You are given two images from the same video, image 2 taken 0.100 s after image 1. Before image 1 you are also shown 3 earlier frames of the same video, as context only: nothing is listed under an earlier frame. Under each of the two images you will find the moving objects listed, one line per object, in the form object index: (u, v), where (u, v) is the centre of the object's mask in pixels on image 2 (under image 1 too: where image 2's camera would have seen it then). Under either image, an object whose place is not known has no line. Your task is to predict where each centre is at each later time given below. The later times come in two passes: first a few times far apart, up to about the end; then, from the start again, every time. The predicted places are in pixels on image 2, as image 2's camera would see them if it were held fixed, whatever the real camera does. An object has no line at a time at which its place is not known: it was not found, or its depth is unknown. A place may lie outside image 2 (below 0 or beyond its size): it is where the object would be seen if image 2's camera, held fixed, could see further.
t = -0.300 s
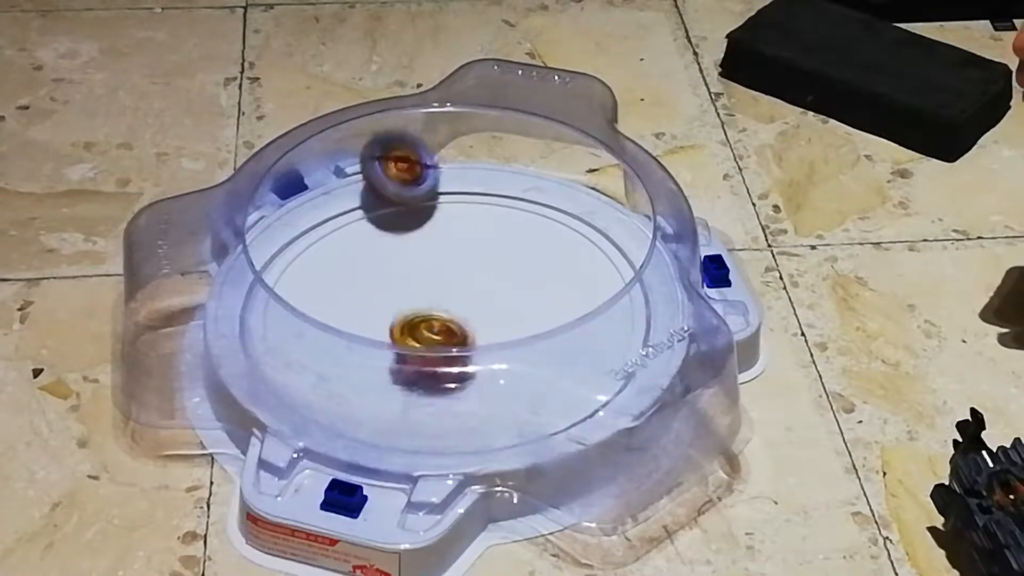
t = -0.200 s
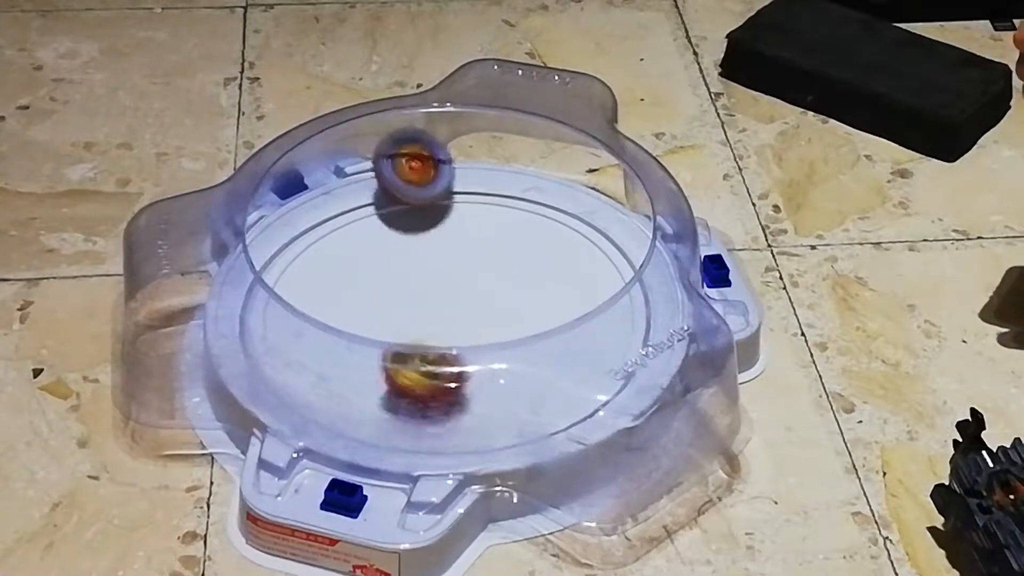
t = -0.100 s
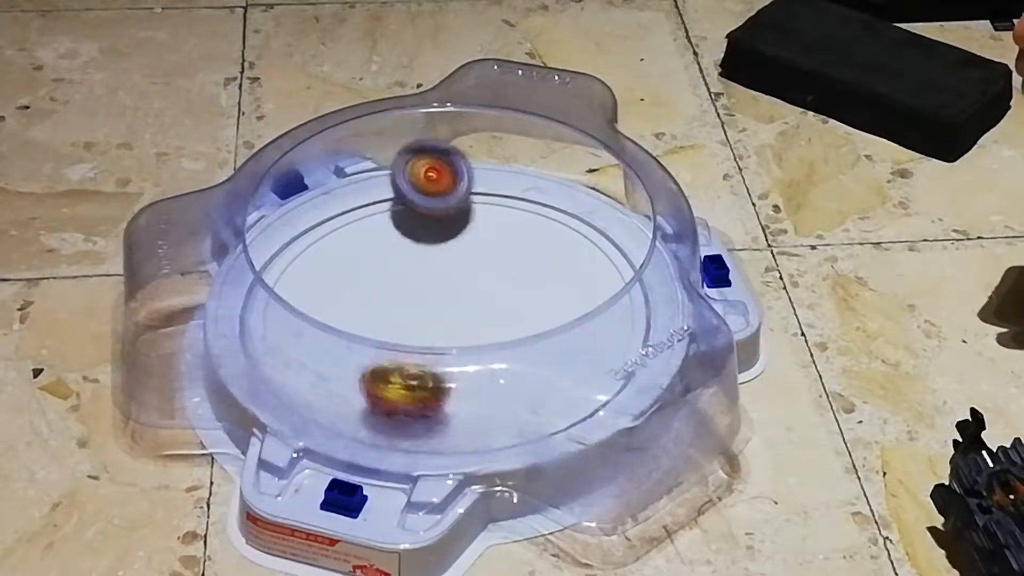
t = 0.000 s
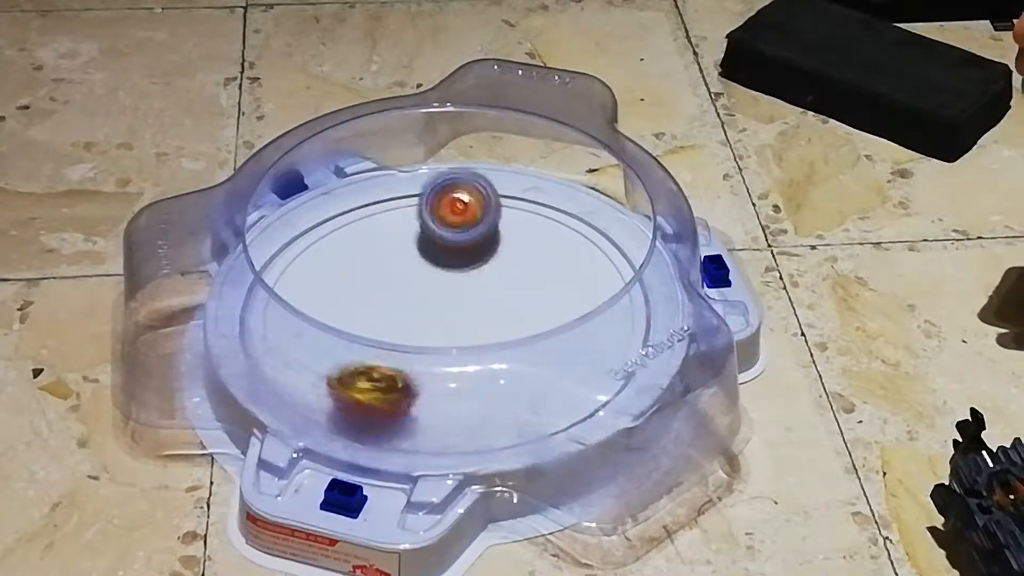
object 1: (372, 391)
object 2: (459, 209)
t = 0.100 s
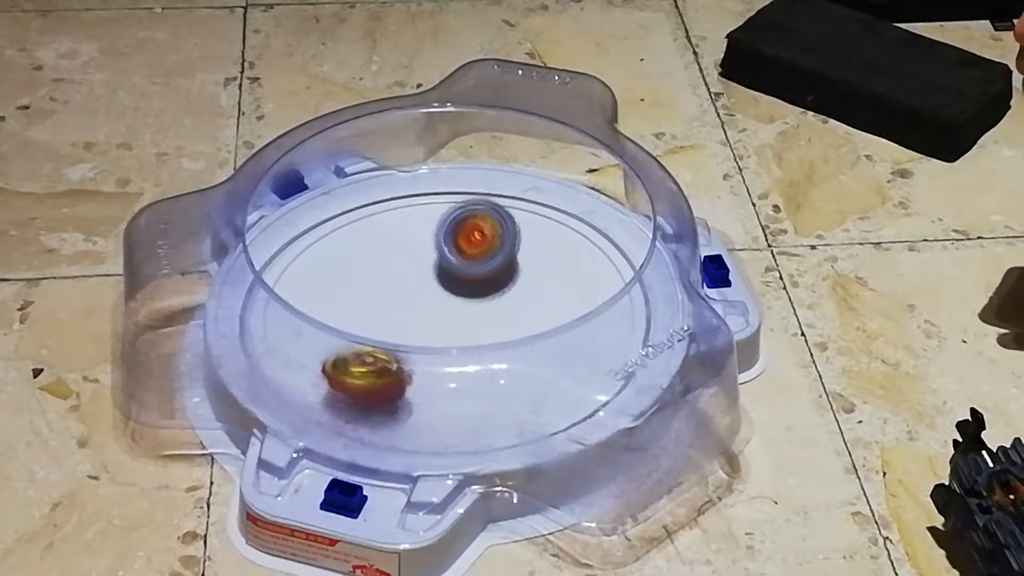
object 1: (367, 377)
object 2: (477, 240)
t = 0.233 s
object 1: (407, 333)
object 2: (500, 280)
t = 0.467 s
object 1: (455, 319)
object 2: (577, 314)
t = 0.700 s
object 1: (520, 307)
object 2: (568, 354)
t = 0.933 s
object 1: (503, 320)
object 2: (499, 378)
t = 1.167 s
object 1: (429, 309)
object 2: (412, 375)
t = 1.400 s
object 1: (410, 265)
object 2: (352, 340)
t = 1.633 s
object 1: (443, 277)
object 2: (347, 289)
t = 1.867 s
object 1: (426, 321)
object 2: (387, 247)
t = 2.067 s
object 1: (381, 325)
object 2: (439, 238)
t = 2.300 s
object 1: (387, 314)
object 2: (499, 264)
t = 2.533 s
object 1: (440, 317)
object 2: (552, 301)
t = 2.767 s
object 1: (397, 315)
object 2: (575, 342)
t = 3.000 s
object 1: (410, 306)
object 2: (511, 370)
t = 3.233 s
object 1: (450, 319)
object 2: (384, 365)
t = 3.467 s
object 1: (454, 328)
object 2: (303, 325)
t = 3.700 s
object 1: (441, 323)
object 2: (322, 299)
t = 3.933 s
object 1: (477, 313)
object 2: (396, 255)
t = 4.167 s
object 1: (491, 325)
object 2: (457, 242)
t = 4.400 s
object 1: (451, 326)
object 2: (505, 274)
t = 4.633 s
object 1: (416, 311)
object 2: (525, 319)
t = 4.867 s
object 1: (411, 292)
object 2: (507, 380)
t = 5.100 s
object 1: (426, 292)
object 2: (459, 374)
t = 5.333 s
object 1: (458, 299)
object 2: (367, 337)
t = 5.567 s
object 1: (480, 315)
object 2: (332, 282)
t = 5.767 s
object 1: (465, 324)
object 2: (374, 253)
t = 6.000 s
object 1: (431, 325)
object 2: (462, 255)
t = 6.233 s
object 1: (408, 317)
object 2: (530, 294)
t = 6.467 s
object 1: (408, 308)
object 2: (528, 350)
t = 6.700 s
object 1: (426, 302)
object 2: (443, 380)
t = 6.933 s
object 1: (450, 305)
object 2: (363, 344)
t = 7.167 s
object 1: (464, 315)
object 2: (357, 275)
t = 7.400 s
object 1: (461, 320)
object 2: (427, 241)
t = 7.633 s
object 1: (448, 323)
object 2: (500, 267)
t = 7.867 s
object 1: (429, 322)
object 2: (520, 327)
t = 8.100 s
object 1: (421, 318)
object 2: (448, 380)
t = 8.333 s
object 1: (427, 306)
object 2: (381, 358)
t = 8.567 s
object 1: (458, 274)
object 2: (384, 314)
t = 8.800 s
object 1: (476, 266)
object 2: (417, 317)
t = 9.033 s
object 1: (472, 282)
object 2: (413, 324)
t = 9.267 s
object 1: (482, 286)
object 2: (379, 331)
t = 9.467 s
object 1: (479, 296)
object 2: (383, 341)
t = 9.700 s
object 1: (489, 302)
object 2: (415, 336)
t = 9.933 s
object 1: (470, 292)
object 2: (405, 357)
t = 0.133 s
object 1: (369, 372)
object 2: (483, 250)
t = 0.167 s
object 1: (378, 364)
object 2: (489, 260)
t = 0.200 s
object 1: (389, 356)
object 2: (494, 271)
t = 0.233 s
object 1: (407, 333)
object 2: (500, 280)
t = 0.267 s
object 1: (419, 331)
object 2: (504, 289)
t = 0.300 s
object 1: (434, 328)
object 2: (508, 297)
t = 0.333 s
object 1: (435, 327)
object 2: (528, 297)
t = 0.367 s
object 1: (435, 327)
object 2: (548, 298)
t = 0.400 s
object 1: (439, 325)
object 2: (562, 298)
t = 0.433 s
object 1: (446, 322)
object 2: (572, 302)
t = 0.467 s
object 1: (455, 319)
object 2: (577, 314)
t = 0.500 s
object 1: (467, 315)
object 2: (581, 319)
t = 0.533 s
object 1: (479, 311)
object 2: (584, 324)
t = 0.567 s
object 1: (490, 308)
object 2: (585, 329)
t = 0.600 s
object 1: (499, 306)
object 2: (583, 336)
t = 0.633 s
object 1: (508, 307)
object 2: (579, 343)
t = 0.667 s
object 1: (515, 307)
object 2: (575, 348)
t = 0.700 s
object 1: (520, 307)
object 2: (568, 354)
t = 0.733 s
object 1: (524, 308)
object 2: (561, 360)
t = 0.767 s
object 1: (525, 309)
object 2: (552, 363)
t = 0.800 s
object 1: (525, 311)
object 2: (543, 369)
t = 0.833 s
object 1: (522, 313)
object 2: (533, 371)
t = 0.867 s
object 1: (518, 316)
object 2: (522, 373)
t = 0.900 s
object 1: (511, 318)
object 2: (511, 378)
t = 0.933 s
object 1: (503, 320)
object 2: (499, 378)
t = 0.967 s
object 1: (493, 321)
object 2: (488, 380)
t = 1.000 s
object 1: (484, 322)
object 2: (475, 380)
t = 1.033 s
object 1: (473, 322)
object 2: (463, 378)
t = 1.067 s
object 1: (461, 321)
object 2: (451, 380)
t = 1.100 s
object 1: (449, 319)
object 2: (437, 380)
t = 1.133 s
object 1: (439, 316)
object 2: (420, 380)
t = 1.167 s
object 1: (429, 309)
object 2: (412, 375)
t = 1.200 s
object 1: (421, 303)
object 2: (401, 371)
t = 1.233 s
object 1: (414, 296)
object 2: (389, 367)
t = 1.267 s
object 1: (410, 288)
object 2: (382, 362)
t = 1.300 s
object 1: (408, 281)
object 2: (375, 360)
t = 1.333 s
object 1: (407, 274)
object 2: (365, 353)
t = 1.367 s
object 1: (408, 270)
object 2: (359, 347)
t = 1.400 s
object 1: (410, 265)
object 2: (352, 340)
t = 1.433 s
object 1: (414, 262)
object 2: (349, 334)
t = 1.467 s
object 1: (419, 260)
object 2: (346, 328)
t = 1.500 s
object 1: (426, 260)
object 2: (344, 321)
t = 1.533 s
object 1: (431, 262)
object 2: (344, 313)
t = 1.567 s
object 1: (436, 266)
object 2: (344, 305)
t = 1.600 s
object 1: (440, 271)
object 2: (344, 297)
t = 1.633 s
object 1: (443, 277)
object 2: (347, 289)
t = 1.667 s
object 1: (446, 285)
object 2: (351, 282)
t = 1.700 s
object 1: (446, 291)
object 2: (355, 275)
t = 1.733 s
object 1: (446, 298)
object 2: (360, 269)
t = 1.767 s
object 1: (443, 306)
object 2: (366, 262)
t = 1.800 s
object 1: (438, 313)
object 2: (371, 256)
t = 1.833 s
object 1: (432, 317)
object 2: (378, 251)
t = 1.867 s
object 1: (426, 321)
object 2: (387, 247)
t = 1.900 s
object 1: (419, 324)
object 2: (395, 245)
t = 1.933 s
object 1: (411, 326)
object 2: (404, 241)
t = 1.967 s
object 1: (403, 327)
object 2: (411, 238)
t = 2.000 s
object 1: (395, 328)
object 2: (421, 239)
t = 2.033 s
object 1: (387, 326)
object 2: (430, 237)
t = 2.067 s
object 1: (381, 325)
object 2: (439, 238)
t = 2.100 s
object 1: (376, 324)
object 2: (449, 239)
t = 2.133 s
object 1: (372, 323)
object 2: (458, 243)
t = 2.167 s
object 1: (370, 321)
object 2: (467, 246)
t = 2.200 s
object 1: (371, 318)
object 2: (476, 249)
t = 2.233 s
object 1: (374, 316)
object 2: (484, 252)
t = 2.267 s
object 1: (380, 315)
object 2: (492, 257)
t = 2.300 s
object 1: (387, 314)
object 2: (499, 264)
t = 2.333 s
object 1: (396, 314)
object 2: (506, 270)
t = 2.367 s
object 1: (405, 314)
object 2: (512, 278)
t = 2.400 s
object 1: (416, 314)
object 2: (518, 283)
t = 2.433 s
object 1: (426, 314)
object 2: (524, 291)
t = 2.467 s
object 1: (437, 315)
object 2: (529, 296)
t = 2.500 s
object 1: (444, 316)
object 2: (536, 302)
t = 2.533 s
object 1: (440, 317)
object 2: (552, 301)
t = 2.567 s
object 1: (432, 318)
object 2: (563, 322)
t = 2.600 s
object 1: (426, 319)
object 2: (571, 327)
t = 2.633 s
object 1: (418, 319)
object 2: (577, 321)
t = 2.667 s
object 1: (412, 319)
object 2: (580, 326)
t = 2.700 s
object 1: (406, 318)
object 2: (580, 331)
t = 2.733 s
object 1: (402, 317)
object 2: (577, 343)
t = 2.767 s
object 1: (397, 315)
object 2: (575, 342)
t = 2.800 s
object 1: (394, 314)
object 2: (570, 349)
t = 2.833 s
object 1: (393, 312)
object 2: (563, 353)
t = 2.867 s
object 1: (394, 310)
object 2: (556, 357)
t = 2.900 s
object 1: (396, 309)
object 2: (548, 361)
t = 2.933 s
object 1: (401, 306)
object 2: (537, 365)
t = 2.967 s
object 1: (406, 305)
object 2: (524, 369)
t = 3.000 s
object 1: (410, 306)
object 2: (511, 370)
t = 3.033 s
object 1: (416, 307)
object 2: (497, 374)
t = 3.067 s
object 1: (422, 308)
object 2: (481, 373)
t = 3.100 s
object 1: (429, 311)
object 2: (466, 373)
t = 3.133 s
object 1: (434, 313)
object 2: (444, 371)
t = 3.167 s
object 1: (439, 316)
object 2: (427, 369)
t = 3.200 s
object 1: (444, 318)
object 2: (408, 366)
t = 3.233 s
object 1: (450, 319)
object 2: (384, 365)
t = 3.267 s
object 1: (453, 321)
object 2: (369, 360)
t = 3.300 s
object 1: (455, 322)
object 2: (356, 354)
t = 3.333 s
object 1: (456, 324)
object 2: (340, 349)
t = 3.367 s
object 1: (458, 325)
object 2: (328, 342)
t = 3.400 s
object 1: (457, 327)
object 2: (317, 336)
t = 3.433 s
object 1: (456, 327)
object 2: (308, 330)
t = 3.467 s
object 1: (454, 328)
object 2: (303, 325)
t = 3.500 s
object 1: (452, 328)
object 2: (299, 322)
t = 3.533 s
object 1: (450, 328)
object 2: (296, 317)
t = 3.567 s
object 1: (447, 328)
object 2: (297, 313)
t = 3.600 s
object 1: (445, 327)
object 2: (300, 308)
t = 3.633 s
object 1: (444, 326)
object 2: (306, 305)
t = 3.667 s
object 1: (442, 325)
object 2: (313, 301)
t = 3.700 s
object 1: (441, 323)
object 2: (322, 299)
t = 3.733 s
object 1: (440, 321)
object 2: (332, 296)
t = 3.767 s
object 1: (440, 319)
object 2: (343, 295)
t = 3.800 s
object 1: (442, 316)
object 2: (354, 290)
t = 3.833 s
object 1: (443, 313)
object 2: (366, 285)
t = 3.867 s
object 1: (449, 309)
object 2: (376, 278)
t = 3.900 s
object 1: (468, 311)
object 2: (390, 261)
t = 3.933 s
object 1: (477, 313)
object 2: (396, 255)
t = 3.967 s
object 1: (483, 315)
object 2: (405, 249)
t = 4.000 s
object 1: (487, 316)
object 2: (414, 246)
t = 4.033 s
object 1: (491, 318)
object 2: (423, 242)
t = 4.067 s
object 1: (493, 319)
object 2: (432, 242)
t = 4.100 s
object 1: (493, 321)
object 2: (440, 241)
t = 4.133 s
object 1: (493, 322)
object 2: (448, 241)
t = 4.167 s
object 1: (491, 325)
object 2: (457, 242)
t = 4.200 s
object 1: (486, 326)
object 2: (466, 244)
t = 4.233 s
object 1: (482, 327)
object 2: (474, 245)
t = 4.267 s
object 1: (477, 327)
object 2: (482, 249)
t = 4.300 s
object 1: (471, 327)
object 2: (488, 255)
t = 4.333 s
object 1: (466, 327)
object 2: (493, 261)
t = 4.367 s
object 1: (459, 327)
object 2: (501, 267)
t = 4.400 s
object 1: (451, 326)
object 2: (505, 274)
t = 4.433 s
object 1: (445, 325)
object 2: (510, 281)
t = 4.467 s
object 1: (439, 324)
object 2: (514, 289)
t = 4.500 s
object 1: (433, 322)
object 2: (516, 299)
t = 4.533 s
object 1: (428, 320)
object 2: (519, 303)
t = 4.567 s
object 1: (423, 317)
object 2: (522, 309)
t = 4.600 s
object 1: (420, 315)
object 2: (525, 313)
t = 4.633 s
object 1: (416, 311)
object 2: (525, 319)
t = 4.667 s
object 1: (413, 307)
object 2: (529, 335)
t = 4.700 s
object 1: (411, 304)
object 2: (527, 348)
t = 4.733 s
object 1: (410, 300)
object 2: (523, 360)
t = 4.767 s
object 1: (409, 298)
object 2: (520, 366)
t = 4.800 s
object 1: (409, 295)
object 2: (517, 373)
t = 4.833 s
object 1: (410, 293)
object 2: (512, 378)
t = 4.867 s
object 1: (411, 292)
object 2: (507, 380)
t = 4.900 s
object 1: (413, 291)
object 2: (502, 382)
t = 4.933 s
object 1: (414, 290)
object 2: (495, 384)
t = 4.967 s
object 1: (417, 290)
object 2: (488, 382)
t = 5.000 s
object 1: (419, 290)
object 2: (480, 384)
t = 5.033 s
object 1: (421, 291)
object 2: (474, 380)
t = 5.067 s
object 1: (423, 292)
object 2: (468, 379)
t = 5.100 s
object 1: (426, 292)
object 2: (459, 374)
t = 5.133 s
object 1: (429, 295)
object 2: (452, 371)
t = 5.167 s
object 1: (432, 297)
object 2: (442, 367)
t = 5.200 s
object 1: (436, 299)
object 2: (431, 361)
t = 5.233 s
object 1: (438, 302)
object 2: (417, 354)
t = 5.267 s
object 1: (444, 301)
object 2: (399, 347)
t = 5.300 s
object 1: (452, 301)
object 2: (383, 343)
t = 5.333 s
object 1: (458, 299)
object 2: (367, 337)
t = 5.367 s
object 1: (465, 301)
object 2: (356, 333)
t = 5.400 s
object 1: (470, 303)
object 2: (346, 325)
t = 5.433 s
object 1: (475, 305)
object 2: (338, 314)
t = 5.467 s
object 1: (477, 308)
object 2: (334, 307)
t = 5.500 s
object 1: (479, 310)
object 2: (331, 298)
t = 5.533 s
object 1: (480, 313)
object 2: (331, 292)
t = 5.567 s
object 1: (480, 315)
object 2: (332, 282)
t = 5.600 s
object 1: (478, 317)
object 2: (335, 274)
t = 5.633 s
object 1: (477, 319)
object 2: (341, 269)
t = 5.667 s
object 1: (474, 320)
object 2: (347, 265)
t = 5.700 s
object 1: (472, 321)
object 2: (354, 260)
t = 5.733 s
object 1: (469, 323)
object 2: (363, 258)
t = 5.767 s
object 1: (465, 324)
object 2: (374, 253)
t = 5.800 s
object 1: (459, 325)
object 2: (384, 251)
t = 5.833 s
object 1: (455, 325)
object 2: (395, 249)
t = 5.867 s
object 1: (451, 326)
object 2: (409, 251)
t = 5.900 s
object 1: (445, 324)
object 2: (422, 247)
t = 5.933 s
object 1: (441, 325)
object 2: (435, 250)
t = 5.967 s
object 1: (436, 324)
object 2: (448, 252)
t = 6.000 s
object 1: (431, 325)
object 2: (462, 255)
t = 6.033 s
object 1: (426, 325)
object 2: (476, 257)
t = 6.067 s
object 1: (422, 323)
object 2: (488, 260)
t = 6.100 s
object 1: (418, 323)
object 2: (499, 266)
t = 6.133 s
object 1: (415, 321)
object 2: (511, 271)
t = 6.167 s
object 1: (412, 320)
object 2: (519, 278)
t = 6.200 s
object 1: (410, 318)
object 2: (525, 285)
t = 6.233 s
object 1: (408, 317)
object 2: (530, 294)
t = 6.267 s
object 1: (407, 316)
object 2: (535, 299)
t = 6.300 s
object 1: (406, 314)
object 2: (540, 300)
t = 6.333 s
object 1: (405, 313)
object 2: (538, 309)
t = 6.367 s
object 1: (406, 312)
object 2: (538, 314)
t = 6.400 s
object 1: (406, 310)
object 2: (537, 332)
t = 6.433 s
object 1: (407, 309)
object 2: (533, 340)
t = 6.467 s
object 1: (408, 308)
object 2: (528, 350)
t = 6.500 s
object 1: (410, 306)
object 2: (520, 357)
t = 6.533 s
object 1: (412, 305)
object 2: (507, 369)
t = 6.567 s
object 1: (414, 304)
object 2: (495, 374)
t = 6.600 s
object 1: (416, 304)
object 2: (484, 377)
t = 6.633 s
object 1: (419, 303)
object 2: (471, 379)
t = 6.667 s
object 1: (422, 303)
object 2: (456, 379)
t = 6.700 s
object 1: (426, 302)
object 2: (443, 380)
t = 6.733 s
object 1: (429, 302)
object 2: (429, 378)
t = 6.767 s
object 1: (433, 302)
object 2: (417, 375)
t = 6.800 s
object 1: (436, 302)
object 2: (404, 372)
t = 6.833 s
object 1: (440, 303)
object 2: (393, 368)
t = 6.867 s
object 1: (443, 304)
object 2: (381, 362)
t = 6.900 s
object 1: (447, 305)
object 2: (373, 355)
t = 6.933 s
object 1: (450, 305)
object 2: (363, 344)
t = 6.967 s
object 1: (453, 306)
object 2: (356, 335)
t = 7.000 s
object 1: (456, 308)
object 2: (353, 328)
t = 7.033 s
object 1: (458, 309)
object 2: (349, 317)
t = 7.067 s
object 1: (460, 311)
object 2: (349, 303)
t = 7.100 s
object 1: (462, 312)
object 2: (349, 295)
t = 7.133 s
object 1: (463, 314)
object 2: (352, 284)
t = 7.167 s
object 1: (464, 315)
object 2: (357, 275)
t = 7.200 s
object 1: (464, 316)
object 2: (364, 267)
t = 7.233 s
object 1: (464, 317)
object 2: (371, 259)
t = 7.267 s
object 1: (464, 318)
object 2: (382, 251)
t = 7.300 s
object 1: (463, 319)
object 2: (390, 248)
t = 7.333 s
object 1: (463, 320)
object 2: (403, 243)
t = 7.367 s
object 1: (462, 320)
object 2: (414, 242)
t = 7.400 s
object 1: (461, 320)
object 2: (427, 241)
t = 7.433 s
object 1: (459, 320)
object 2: (439, 242)
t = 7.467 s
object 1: (458, 321)
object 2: (450, 243)
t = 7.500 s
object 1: (456, 320)
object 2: (461, 244)
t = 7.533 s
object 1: (455, 322)
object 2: (473, 250)
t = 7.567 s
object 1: (453, 322)
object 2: (483, 256)
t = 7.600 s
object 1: (451, 322)
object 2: (492, 262)
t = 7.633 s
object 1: (448, 323)
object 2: (500, 267)
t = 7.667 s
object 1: (445, 323)
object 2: (508, 278)
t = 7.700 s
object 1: (444, 323)
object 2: (515, 288)
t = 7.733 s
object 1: (440, 323)
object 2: (516, 300)
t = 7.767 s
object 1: (438, 323)
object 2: (521, 305)
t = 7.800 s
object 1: (435, 323)
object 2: (521, 312)
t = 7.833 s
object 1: (433, 323)
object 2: (523, 316)
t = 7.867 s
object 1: (429, 322)
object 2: (520, 327)
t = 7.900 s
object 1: (427, 321)
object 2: (521, 342)
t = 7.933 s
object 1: (426, 321)
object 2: (502, 365)
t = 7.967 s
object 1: (424, 320)
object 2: (493, 370)
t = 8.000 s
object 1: (423, 320)
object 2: (482, 374)
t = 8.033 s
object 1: (422, 319)
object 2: (471, 378)
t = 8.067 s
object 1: (422, 319)
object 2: (462, 379)
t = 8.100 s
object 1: (421, 318)
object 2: (448, 380)
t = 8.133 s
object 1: (421, 318)
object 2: (437, 380)
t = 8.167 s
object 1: (421, 317)
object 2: (426, 379)
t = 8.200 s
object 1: (421, 317)
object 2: (415, 375)
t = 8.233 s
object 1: (421, 316)
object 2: (405, 375)
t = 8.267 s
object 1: (422, 315)
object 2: (395, 365)
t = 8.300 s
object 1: (423, 312)
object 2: (386, 362)
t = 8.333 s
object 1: (427, 306)
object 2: (381, 358)
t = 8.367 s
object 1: (429, 300)
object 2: (380, 356)
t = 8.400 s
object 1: (432, 295)
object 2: (380, 349)
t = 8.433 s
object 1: (437, 290)
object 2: (381, 342)
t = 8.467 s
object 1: (441, 286)
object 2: (382, 335)
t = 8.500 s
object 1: (448, 282)
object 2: (385, 327)
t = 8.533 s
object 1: (454, 277)
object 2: (385, 322)
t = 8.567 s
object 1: (458, 274)
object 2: (384, 314)
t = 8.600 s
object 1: (462, 270)
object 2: (390, 314)
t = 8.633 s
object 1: (465, 270)
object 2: (396, 314)
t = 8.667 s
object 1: (469, 268)
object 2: (403, 314)
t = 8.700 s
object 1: (472, 267)
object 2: (409, 309)
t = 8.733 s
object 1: (474, 267)
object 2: (412, 315)
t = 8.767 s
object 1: (475, 266)
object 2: (414, 315)
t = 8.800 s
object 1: (476, 266)
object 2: (417, 317)
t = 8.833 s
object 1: (476, 268)
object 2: (417, 318)
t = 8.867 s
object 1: (476, 269)
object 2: (418, 320)
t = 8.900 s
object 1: (474, 272)
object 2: (418, 322)
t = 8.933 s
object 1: (474, 274)
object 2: (419, 322)
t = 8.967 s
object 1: (473, 277)
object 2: (417, 322)
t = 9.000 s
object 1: (473, 279)
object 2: (417, 323)
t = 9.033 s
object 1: (472, 282)
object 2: (413, 324)
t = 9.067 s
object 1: (472, 286)
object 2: (411, 325)
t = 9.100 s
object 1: (471, 289)
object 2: (412, 325)
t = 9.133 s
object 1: (472, 287)
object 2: (408, 325)
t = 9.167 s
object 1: (477, 287)
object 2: (394, 330)
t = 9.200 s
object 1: (480, 287)
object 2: (388, 330)
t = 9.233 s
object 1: (480, 286)
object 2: (385, 331)
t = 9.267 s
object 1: (482, 286)
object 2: (379, 331)
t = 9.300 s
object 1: (483, 287)
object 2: (376, 330)
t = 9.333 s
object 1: (483, 288)
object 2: (374, 330)
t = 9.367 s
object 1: (483, 288)
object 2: (375, 334)
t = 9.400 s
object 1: (480, 290)
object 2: (375, 334)
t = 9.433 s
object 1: (478, 293)
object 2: (378, 337)
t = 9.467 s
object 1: (479, 296)
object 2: (383, 341)
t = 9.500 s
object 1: (478, 299)
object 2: (389, 340)
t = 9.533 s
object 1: (480, 301)
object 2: (395, 332)
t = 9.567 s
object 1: (480, 303)
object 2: (401, 331)
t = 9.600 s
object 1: (481, 305)
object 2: (406, 330)
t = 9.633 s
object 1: (483, 306)
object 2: (407, 333)
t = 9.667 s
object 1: (485, 305)
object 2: (412, 335)
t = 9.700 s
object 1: (489, 302)
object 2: (415, 336)
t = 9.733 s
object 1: (487, 301)
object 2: (412, 342)
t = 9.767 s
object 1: (487, 300)
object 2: (409, 346)
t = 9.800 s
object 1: (484, 297)
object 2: (408, 353)
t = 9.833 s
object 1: (480, 296)
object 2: (406, 356)
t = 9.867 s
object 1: (477, 291)
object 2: (405, 359)
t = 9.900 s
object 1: (473, 292)
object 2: (403, 360)
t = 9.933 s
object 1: (470, 292)
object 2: (405, 357)
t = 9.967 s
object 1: (465, 294)
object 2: (403, 360)
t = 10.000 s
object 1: (462, 298)
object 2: (402, 358)
